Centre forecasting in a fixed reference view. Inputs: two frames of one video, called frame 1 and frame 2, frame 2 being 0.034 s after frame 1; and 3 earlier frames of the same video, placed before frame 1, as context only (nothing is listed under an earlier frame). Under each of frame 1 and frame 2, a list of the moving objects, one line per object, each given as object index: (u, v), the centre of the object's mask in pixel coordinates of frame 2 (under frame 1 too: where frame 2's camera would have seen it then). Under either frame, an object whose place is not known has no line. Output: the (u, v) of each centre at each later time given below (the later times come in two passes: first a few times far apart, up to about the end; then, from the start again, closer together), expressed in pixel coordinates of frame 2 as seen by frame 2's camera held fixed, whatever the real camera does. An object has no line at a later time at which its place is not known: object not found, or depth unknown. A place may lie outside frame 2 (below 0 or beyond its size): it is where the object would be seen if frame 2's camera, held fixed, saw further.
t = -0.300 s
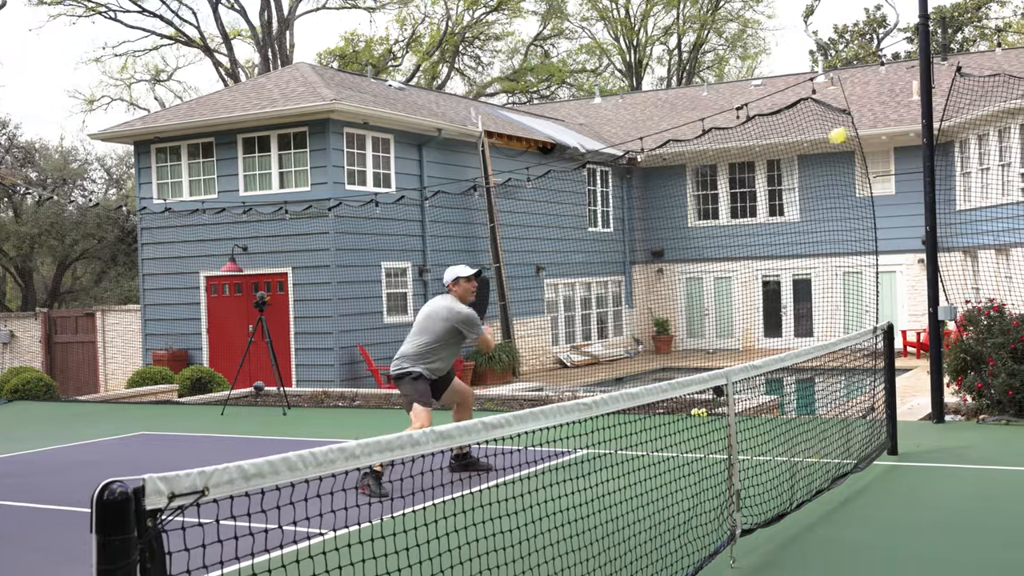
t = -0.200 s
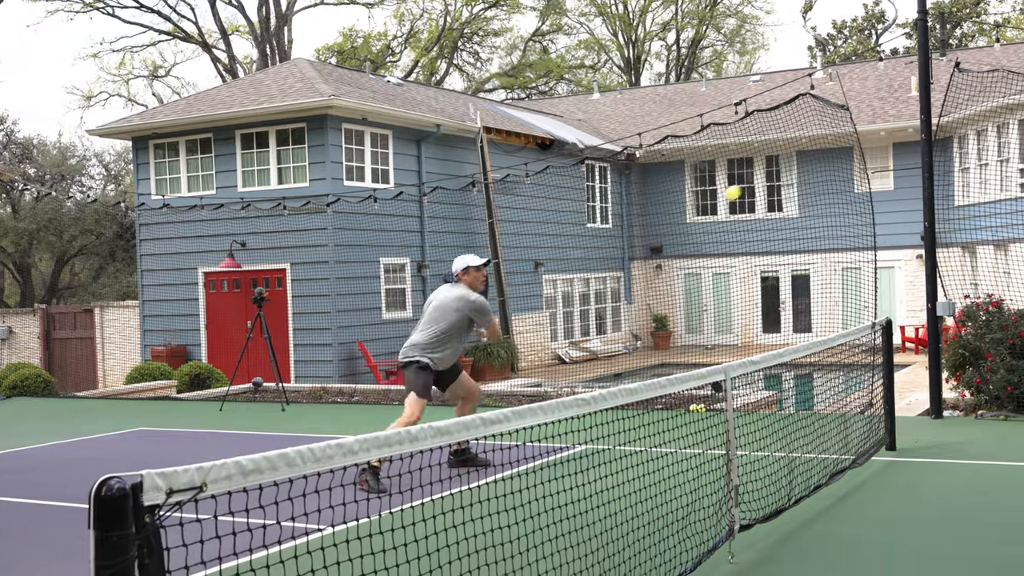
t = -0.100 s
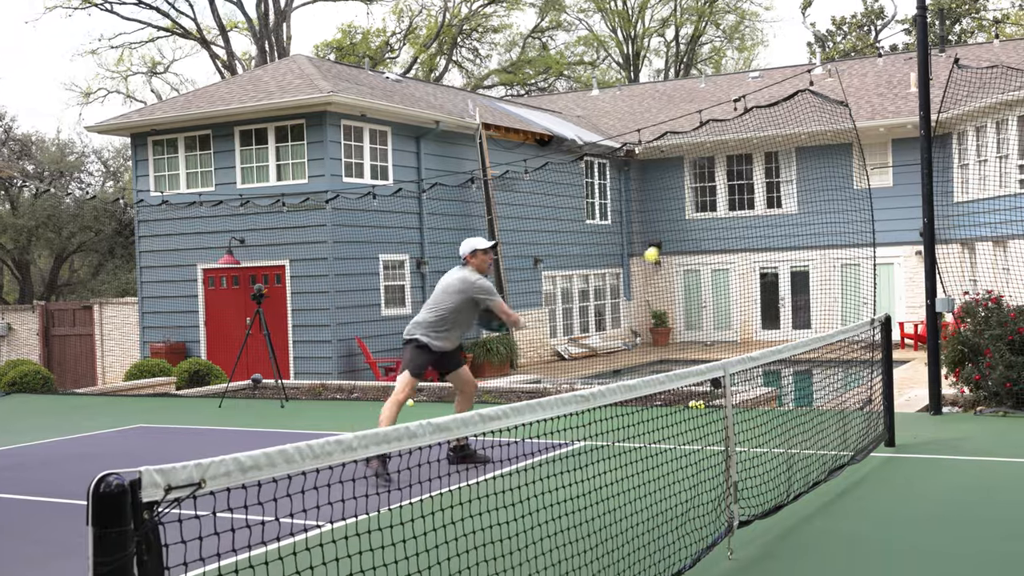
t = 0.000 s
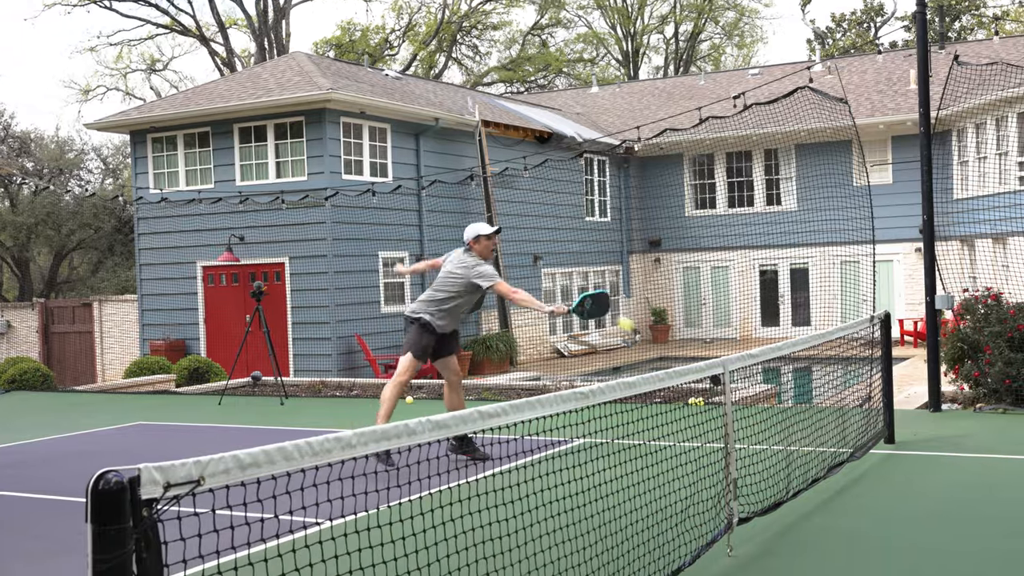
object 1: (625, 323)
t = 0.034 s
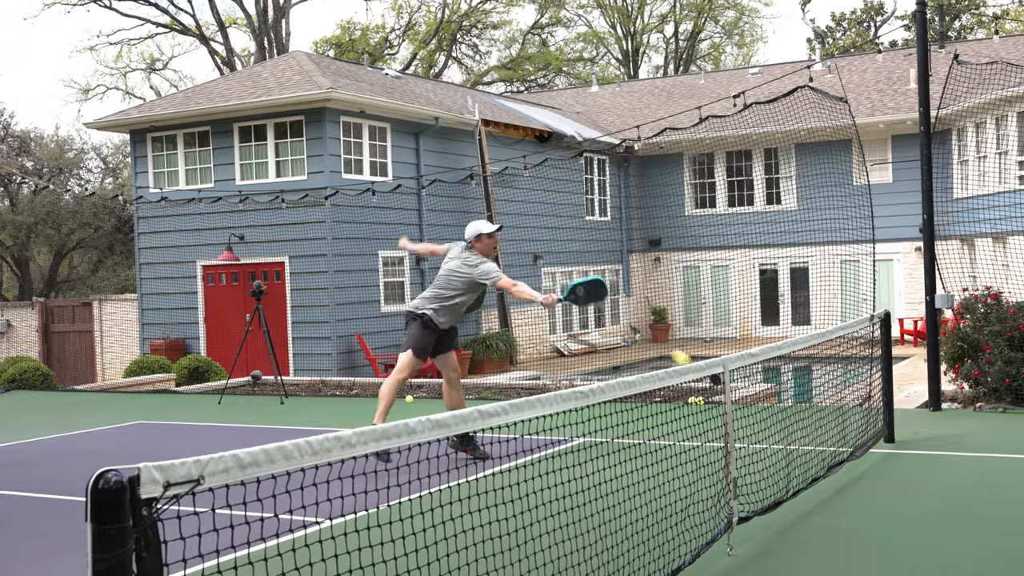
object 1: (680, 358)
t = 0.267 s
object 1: (787, 491)
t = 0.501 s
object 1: (708, 523)
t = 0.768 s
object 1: (630, 556)
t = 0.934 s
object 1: (577, 574)
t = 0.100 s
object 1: (815, 451)
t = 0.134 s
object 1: (821, 466)
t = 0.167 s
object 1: (812, 470)
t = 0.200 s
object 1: (803, 475)
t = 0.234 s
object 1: (795, 482)
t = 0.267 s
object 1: (787, 491)
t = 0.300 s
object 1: (775, 497)
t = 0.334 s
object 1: (761, 503)
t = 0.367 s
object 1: (748, 511)
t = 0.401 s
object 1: (741, 529)
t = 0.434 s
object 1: (724, 522)
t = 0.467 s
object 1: (718, 523)
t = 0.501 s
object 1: (708, 523)
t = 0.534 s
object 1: (699, 527)
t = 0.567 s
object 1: (690, 530)
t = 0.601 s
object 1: (682, 536)
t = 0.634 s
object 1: (672, 548)
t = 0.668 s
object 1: (661, 545)
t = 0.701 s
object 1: (651, 546)
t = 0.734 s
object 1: (640, 550)
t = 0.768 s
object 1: (630, 556)
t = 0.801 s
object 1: (620, 561)
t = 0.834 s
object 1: (610, 562)
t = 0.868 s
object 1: (600, 566)
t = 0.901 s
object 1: (588, 571)
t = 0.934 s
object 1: (577, 574)
